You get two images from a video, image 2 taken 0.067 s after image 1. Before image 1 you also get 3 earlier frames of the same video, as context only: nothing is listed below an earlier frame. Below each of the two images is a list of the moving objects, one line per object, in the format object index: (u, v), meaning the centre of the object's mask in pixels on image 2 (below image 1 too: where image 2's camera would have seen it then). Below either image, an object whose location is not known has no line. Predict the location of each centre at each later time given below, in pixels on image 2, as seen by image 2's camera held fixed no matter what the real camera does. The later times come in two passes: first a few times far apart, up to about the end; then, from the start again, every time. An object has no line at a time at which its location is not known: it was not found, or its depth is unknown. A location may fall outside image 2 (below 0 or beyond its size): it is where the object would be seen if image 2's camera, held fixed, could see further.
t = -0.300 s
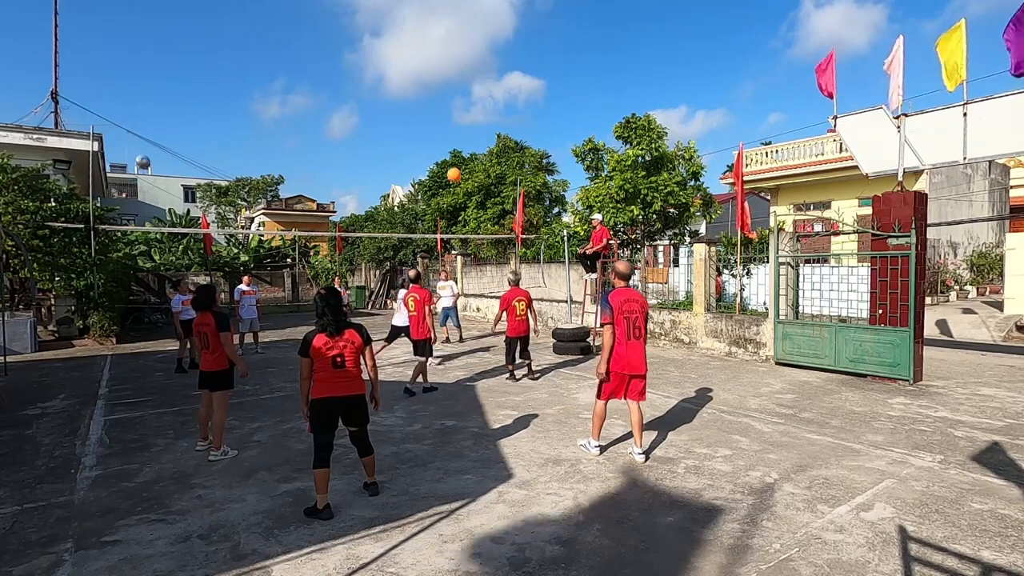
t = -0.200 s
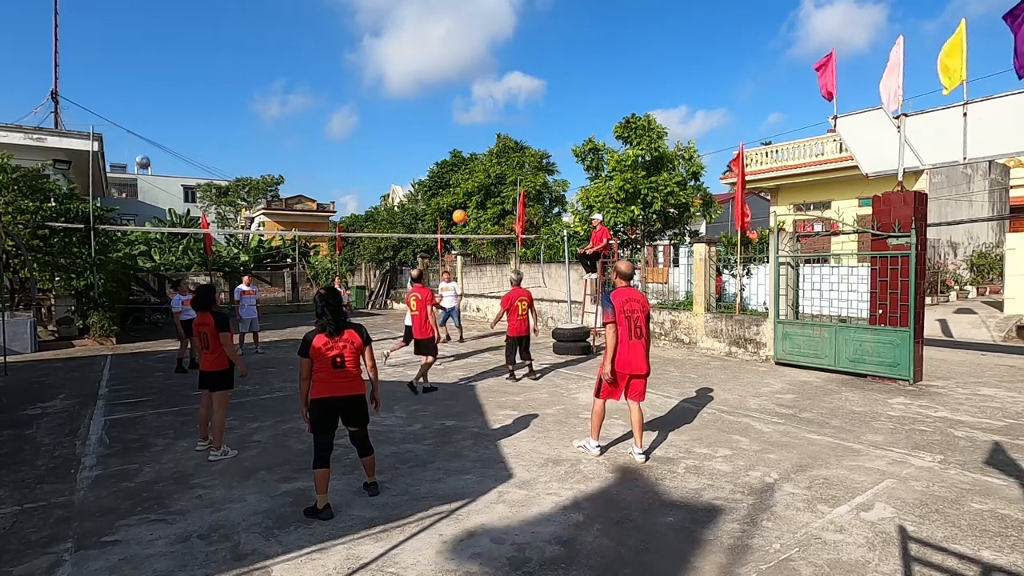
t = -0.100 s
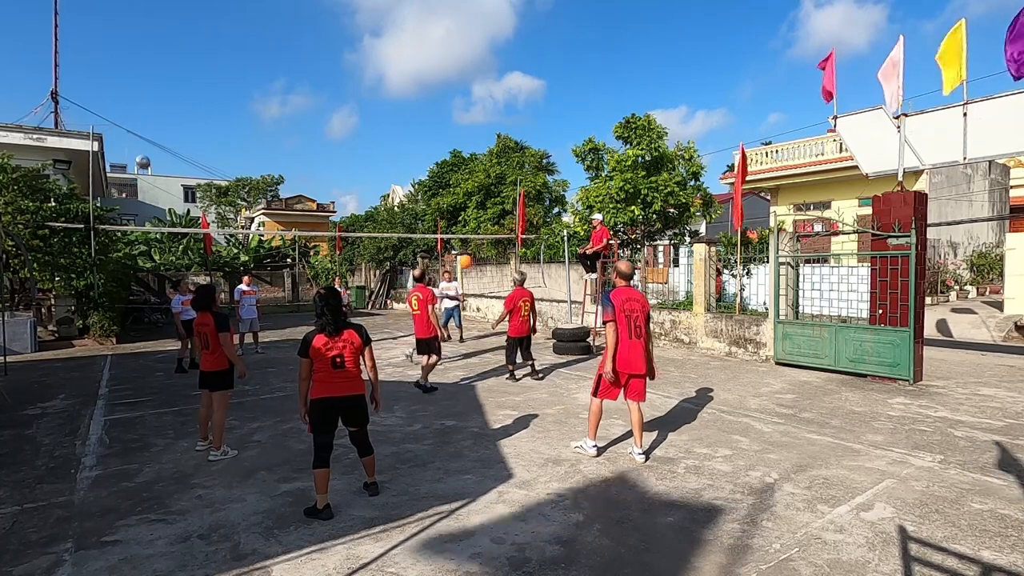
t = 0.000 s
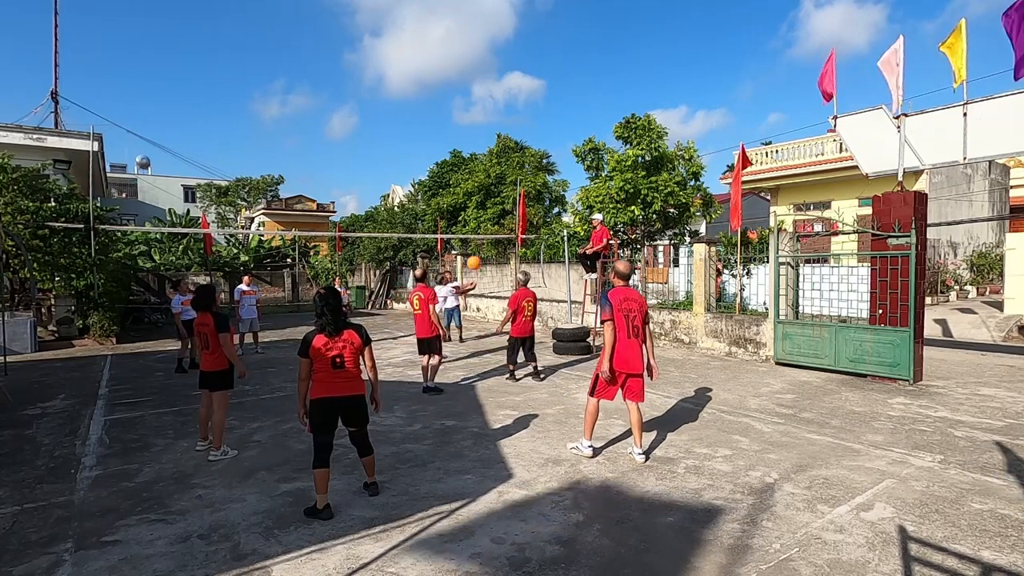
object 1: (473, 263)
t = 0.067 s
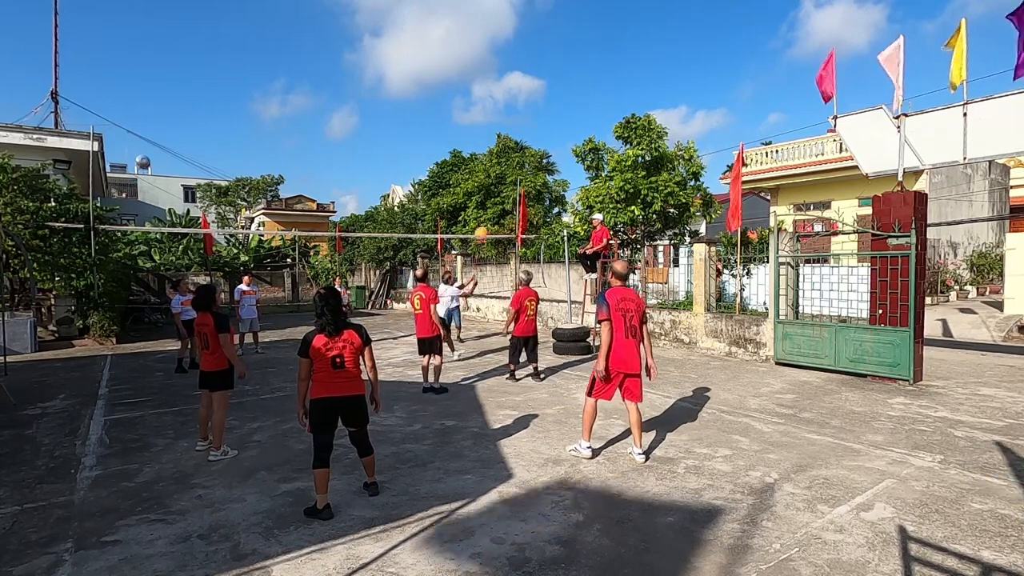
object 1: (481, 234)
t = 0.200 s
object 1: (496, 183)
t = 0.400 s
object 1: (517, 126)
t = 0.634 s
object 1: (541, 89)
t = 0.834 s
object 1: (561, 84)
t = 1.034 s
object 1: (581, 102)
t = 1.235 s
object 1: (602, 143)
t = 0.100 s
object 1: (485, 220)
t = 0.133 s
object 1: (489, 207)
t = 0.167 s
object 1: (493, 195)
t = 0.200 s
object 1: (496, 183)
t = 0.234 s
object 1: (500, 172)
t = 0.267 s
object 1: (504, 162)
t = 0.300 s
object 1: (507, 152)
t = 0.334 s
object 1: (510, 143)
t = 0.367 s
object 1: (513, 133)
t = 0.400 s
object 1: (517, 126)
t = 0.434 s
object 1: (520, 119)
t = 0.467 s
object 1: (524, 112)
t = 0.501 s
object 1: (527, 106)
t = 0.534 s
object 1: (530, 101)
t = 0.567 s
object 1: (534, 97)
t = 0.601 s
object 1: (537, 93)
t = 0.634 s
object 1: (541, 89)
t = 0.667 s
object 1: (544, 87)
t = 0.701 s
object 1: (547, 85)
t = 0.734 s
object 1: (551, 84)
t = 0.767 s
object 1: (555, 83)
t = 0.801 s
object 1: (558, 83)
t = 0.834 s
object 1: (561, 84)
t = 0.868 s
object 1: (564, 86)
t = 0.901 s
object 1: (568, 87)
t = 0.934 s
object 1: (571, 90)
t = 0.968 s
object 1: (575, 94)
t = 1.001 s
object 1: (578, 97)
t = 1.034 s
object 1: (581, 102)
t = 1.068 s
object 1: (585, 107)
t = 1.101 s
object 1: (588, 113)
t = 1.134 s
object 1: (592, 120)
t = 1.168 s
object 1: (595, 127)
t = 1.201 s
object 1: (598, 134)
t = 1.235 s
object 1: (602, 143)
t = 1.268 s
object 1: (606, 152)
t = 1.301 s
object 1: (609, 161)
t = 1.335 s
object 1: (612, 171)
